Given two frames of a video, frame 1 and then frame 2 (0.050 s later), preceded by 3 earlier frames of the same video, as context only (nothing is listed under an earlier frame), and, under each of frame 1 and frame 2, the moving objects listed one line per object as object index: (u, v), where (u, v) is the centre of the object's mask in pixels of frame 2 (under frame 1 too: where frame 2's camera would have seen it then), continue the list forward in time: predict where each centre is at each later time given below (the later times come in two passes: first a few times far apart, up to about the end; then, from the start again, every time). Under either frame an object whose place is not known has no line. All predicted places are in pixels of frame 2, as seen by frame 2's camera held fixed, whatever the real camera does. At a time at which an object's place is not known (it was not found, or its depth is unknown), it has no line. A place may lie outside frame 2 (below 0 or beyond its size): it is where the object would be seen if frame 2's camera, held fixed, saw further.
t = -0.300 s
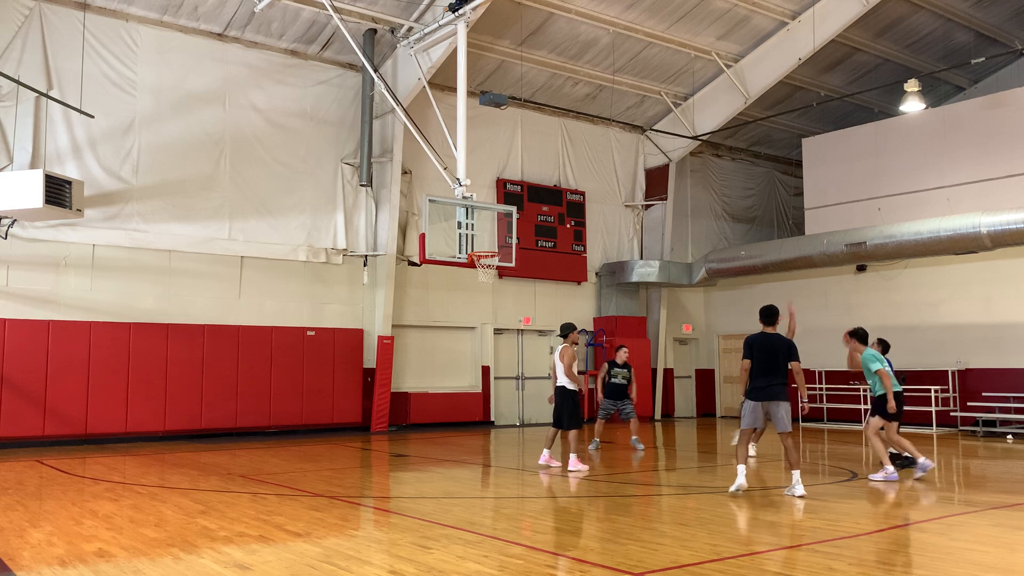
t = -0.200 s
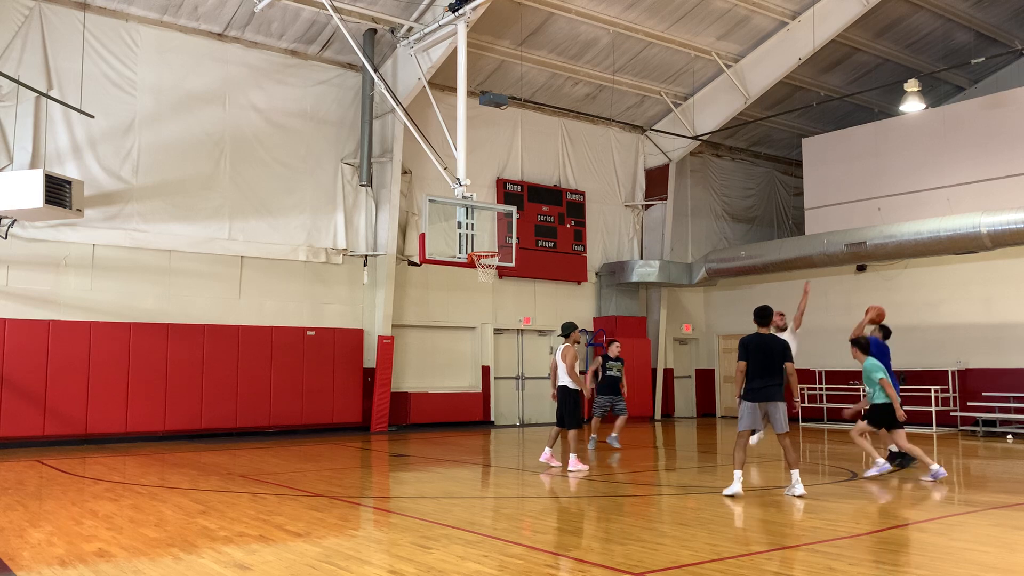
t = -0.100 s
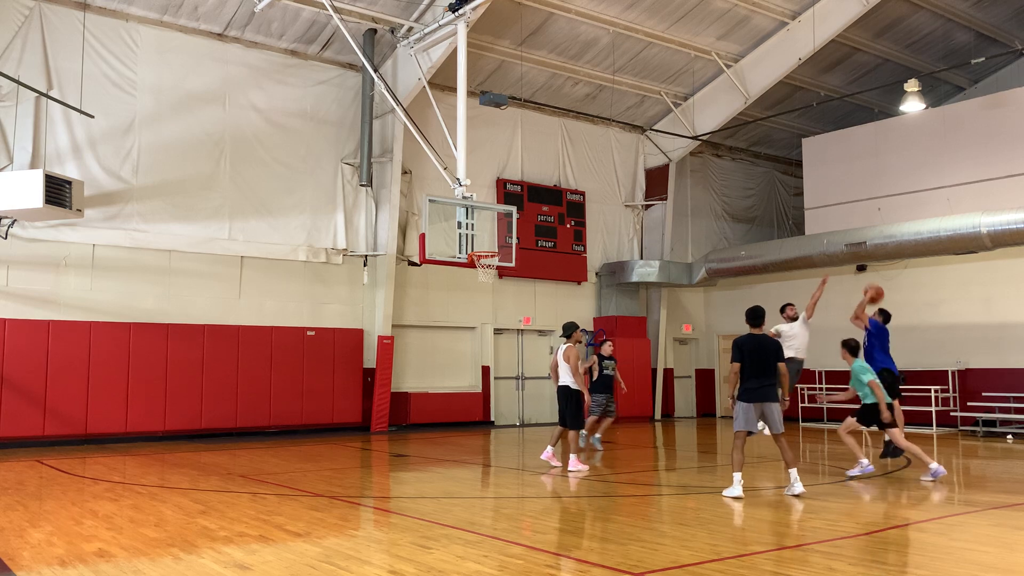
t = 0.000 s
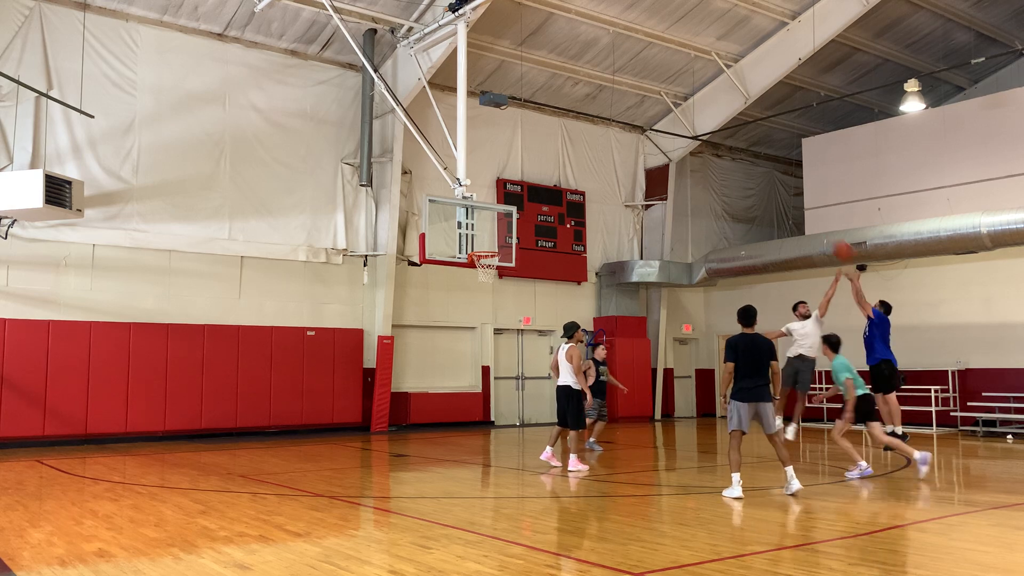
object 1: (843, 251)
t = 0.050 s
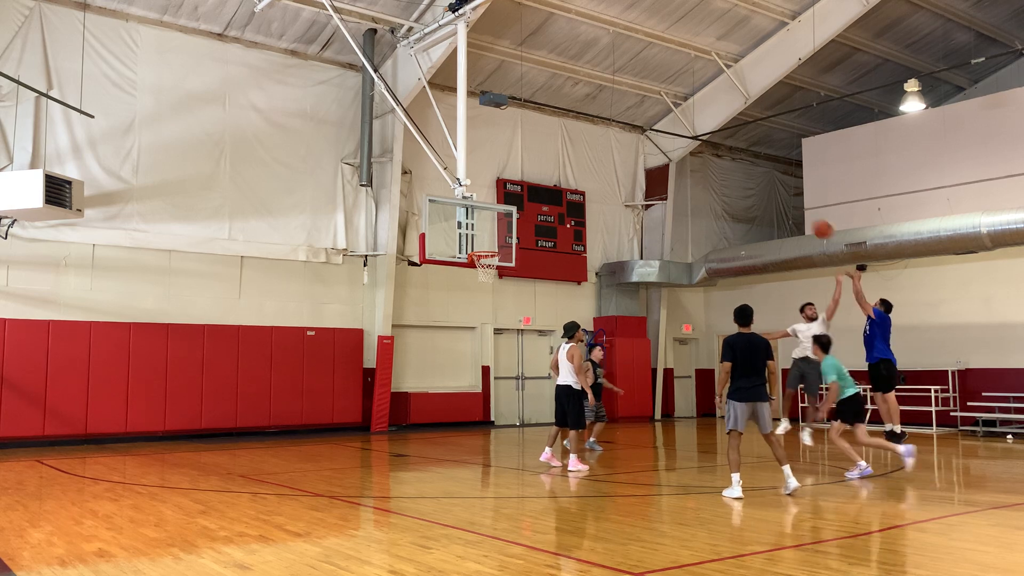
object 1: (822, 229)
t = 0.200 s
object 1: (765, 180)
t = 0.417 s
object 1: (692, 143)
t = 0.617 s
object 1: (631, 137)
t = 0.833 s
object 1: (572, 159)
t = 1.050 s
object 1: (518, 206)
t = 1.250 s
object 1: (474, 266)
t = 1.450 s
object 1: (464, 288)
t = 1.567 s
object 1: (458, 310)
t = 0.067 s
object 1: (815, 222)
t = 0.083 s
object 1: (809, 217)
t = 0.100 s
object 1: (802, 211)
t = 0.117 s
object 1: (796, 205)
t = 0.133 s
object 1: (789, 199)
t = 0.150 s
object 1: (783, 194)
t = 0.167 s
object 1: (777, 189)
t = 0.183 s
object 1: (771, 185)
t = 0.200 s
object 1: (765, 180)
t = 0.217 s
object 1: (759, 176)
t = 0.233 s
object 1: (752, 172)
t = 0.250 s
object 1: (748, 169)
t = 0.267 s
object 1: (742, 164)
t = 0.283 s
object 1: (736, 161)
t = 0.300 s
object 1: (731, 158)
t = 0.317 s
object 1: (725, 156)
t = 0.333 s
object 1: (719, 153)
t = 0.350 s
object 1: (714, 150)
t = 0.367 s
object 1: (708, 148)
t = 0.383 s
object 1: (703, 146)
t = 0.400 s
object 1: (698, 145)
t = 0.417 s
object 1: (692, 143)
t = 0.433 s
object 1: (687, 141)
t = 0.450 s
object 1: (681, 140)
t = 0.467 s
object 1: (675, 139)
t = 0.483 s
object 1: (670, 138)
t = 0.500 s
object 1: (665, 137)
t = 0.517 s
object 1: (660, 137)
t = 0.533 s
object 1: (655, 136)
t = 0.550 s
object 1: (650, 136)
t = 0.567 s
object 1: (645, 136)
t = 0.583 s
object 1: (640, 137)
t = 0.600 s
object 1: (636, 137)
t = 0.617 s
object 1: (631, 137)
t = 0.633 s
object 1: (626, 138)
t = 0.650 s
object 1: (621, 139)
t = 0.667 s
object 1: (616, 140)
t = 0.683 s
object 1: (612, 141)
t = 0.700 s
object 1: (607, 143)
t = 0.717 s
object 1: (602, 144)
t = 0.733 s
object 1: (598, 146)
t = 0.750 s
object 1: (594, 148)
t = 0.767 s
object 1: (589, 149)
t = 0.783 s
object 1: (585, 152)
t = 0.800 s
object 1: (580, 154)
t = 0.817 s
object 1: (576, 157)
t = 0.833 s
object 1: (572, 159)
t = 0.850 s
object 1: (567, 162)
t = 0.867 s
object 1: (563, 165)
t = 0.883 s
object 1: (559, 168)
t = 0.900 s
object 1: (554, 171)
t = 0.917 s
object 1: (550, 175)
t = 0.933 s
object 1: (546, 178)
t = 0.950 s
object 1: (542, 182)
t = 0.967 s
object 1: (537, 186)
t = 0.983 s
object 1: (533, 191)
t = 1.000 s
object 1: (530, 194)
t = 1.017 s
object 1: (525, 198)
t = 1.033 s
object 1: (521, 202)
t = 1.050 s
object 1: (518, 206)
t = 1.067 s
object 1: (514, 212)
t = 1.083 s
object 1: (510, 218)
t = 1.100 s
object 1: (504, 220)
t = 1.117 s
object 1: (502, 226)
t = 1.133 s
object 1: (497, 233)
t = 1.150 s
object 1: (494, 238)
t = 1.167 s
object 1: (490, 242)
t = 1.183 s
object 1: (486, 247)
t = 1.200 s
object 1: (483, 253)
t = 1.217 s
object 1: (476, 260)
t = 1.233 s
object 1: (475, 264)
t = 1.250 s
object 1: (474, 266)
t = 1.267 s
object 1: (471, 269)
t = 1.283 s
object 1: (470, 270)
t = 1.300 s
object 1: (470, 270)
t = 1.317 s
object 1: (469, 272)
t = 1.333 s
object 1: (469, 273)
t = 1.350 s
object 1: (468, 275)
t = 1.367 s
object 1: (467, 277)
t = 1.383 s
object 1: (467, 279)
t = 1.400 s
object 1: (466, 281)
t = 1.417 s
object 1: (465, 283)
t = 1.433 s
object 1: (464, 285)
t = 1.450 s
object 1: (464, 288)
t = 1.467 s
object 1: (463, 290)
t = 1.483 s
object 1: (462, 293)
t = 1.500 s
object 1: (461, 296)
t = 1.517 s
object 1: (461, 300)
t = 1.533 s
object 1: (460, 303)
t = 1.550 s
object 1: (459, 306)
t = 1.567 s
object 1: (458, 310)
